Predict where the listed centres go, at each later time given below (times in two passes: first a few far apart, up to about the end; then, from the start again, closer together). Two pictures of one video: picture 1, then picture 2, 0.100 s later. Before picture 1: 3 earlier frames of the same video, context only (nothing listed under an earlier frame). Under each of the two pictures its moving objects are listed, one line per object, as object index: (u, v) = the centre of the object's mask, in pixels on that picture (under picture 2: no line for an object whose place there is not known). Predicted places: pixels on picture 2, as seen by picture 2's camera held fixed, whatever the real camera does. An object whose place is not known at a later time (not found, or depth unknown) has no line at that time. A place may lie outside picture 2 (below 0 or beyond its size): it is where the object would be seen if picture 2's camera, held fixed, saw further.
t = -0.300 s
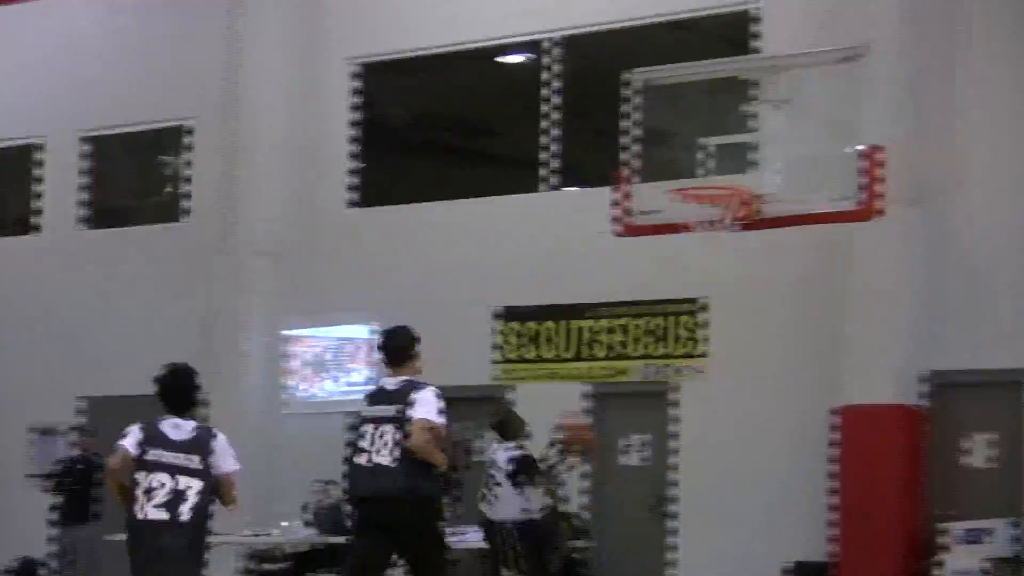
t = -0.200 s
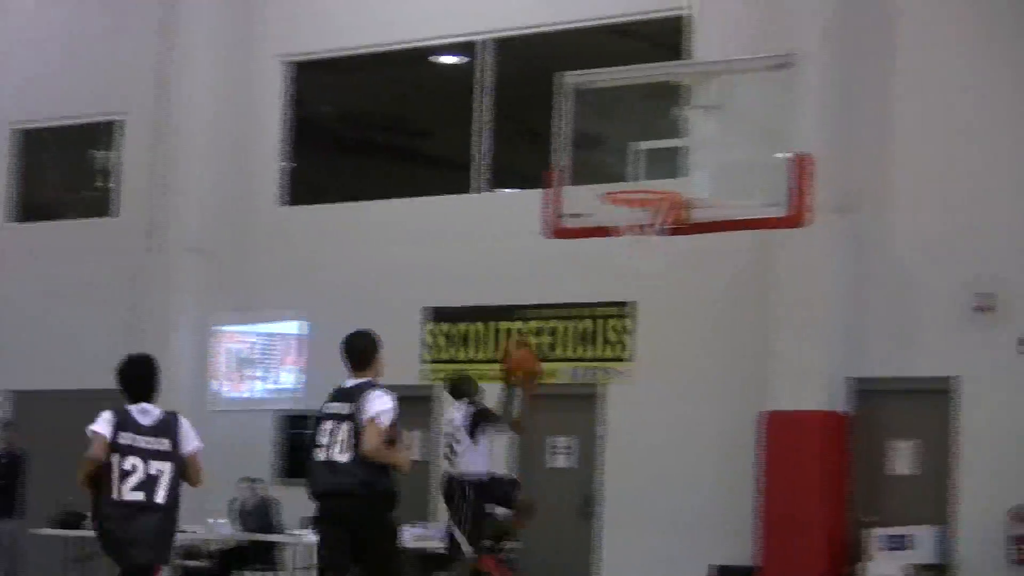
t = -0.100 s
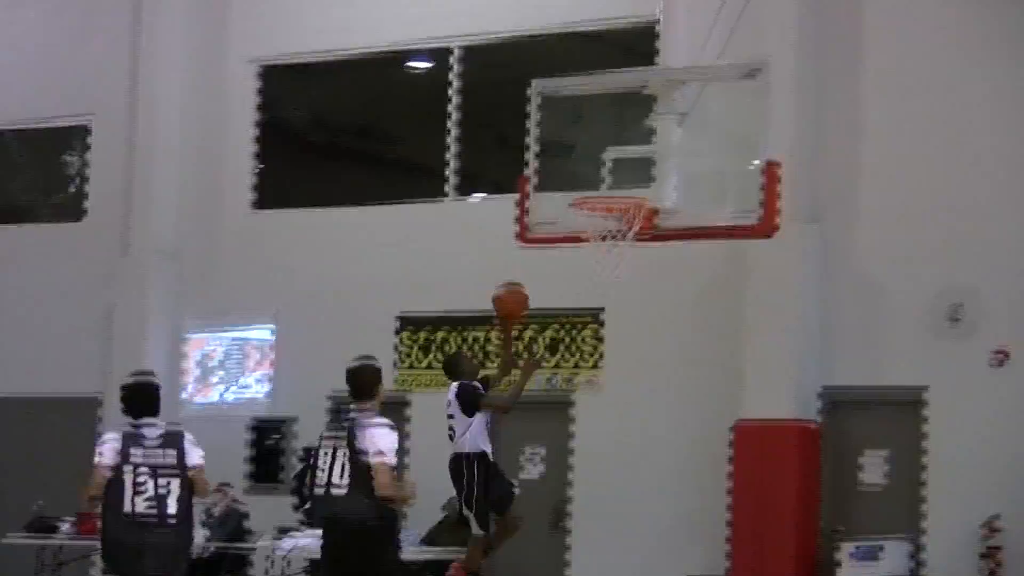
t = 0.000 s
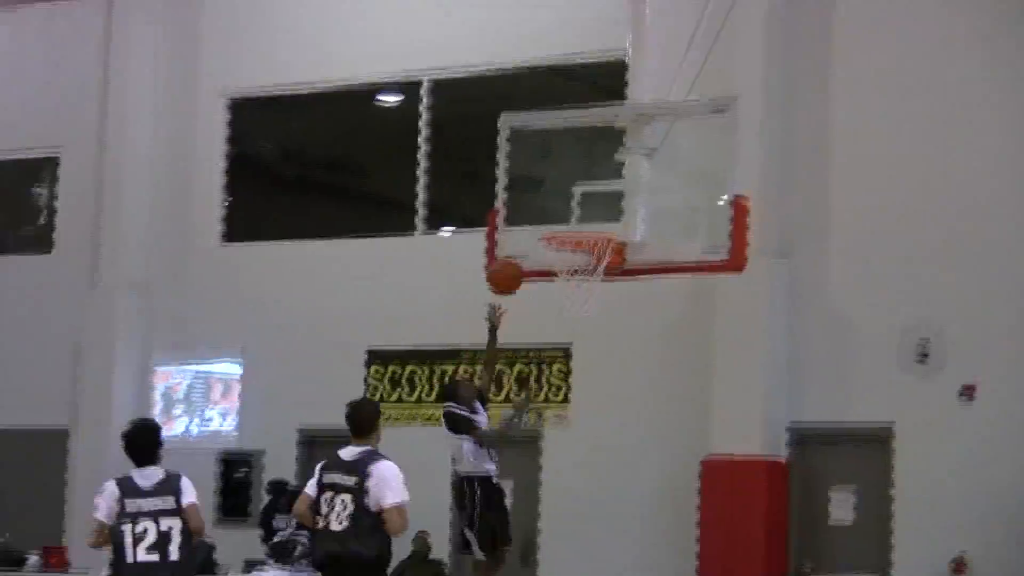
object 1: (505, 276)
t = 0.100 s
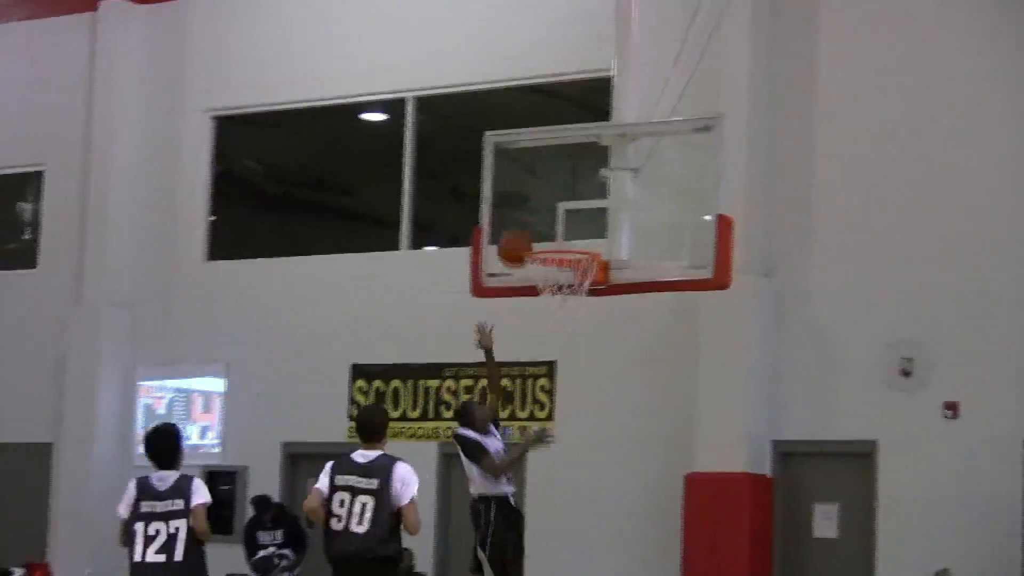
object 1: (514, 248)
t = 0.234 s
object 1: (547, 213)
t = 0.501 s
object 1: (558, 222)
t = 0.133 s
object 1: (523, 237)
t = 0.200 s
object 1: (539, 220)
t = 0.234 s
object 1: (547, 213)
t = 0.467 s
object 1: (557, 216)
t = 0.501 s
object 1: (558, 222)
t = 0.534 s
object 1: (559, 231)
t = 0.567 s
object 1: (559, 238)
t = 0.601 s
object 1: (559, 255)
